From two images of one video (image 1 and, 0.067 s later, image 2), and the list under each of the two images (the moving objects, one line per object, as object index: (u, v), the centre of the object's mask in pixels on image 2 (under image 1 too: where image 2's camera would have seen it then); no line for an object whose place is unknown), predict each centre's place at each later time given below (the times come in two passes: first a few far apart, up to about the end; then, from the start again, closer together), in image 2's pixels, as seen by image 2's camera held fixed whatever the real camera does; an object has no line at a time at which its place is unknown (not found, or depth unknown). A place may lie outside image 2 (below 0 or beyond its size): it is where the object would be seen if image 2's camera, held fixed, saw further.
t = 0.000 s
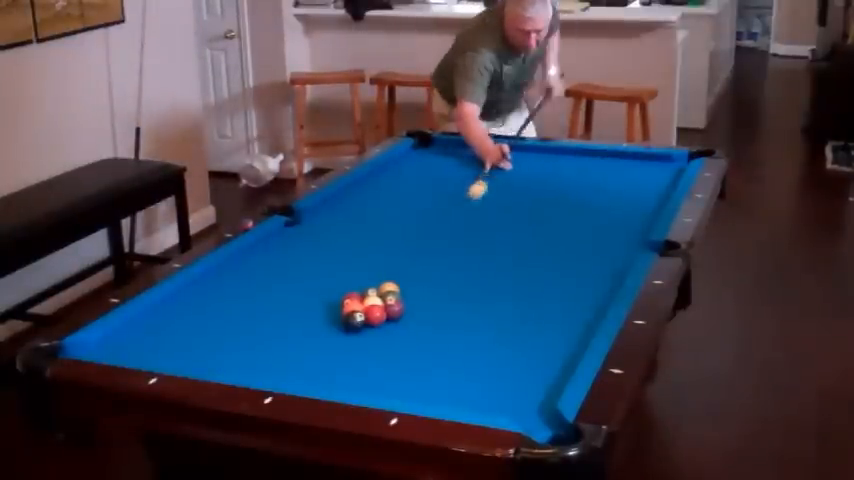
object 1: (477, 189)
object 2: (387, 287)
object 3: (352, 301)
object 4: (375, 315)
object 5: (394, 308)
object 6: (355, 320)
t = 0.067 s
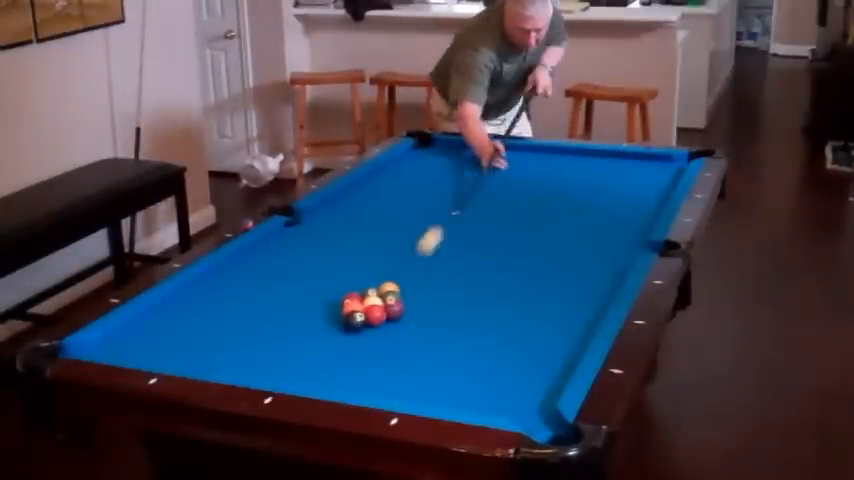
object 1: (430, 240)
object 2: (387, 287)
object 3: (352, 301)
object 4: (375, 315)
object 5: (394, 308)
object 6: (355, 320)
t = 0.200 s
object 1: (451, 249)
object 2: (397, 271)
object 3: (327, 321)
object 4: (377, 332)
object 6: (288, 366)
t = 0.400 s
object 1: (558, 278)
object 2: (412, 271)
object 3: (275, 320)
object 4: (386, 362)
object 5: (376, 379)
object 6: (333, 341)
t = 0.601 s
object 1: (584, 279)
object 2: (427, 260)
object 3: (219, 297)
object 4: (435, 353)
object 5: (448, 367)
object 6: (395, 334)
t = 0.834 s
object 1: (508, 278)
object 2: (442, 247)
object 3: (212, 286)
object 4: (500, 361)
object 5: (559, 355)
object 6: (463, 328)
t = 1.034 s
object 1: (448, 277)
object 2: (454, 237)
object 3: (257, 284)
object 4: (554, 367)
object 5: (511, 339)
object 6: (520, 320)
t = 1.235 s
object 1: (391, 276)
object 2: (465, 228)
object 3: (300, 282)
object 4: (540, 362)
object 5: (481, 326)
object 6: (571, 315)
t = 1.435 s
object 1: (338, 271)
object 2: (475, 219)
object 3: (339, 284)
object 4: (513, 355)
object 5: (452, 315)
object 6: (584, 308)
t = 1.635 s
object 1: (297, 265)
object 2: (484, 211)
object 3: (369, 289)
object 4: (489, 350)
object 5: (426, 303)
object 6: (566, 300)
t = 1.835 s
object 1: (259, 257)
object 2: (492, 204)
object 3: (381, 296)
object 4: (467, 345)
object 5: (421, 294)
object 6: (551, 294)
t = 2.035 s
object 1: (259, 252)
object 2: (500, 198)
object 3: (369, 302)
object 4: (447, 339)
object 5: (441, 286)
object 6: (537, 287)
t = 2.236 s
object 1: (289, 248)
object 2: (507, 192)
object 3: (356, 308)
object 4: (428, 336)
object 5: (459, 279)
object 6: (525, 281)
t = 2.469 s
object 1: (323, 243)
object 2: (515, 185)
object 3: (353, 308)
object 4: (409, 332)
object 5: (478, 271)
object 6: (512, 275)
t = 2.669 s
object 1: (352, 239)
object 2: (521, 180)
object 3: (354, 309)
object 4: (394, 328)
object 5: (490, 263)
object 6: (507, 270)
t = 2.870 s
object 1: (377, 236)
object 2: (526, 175)
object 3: (354, 309)
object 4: (380, 321)
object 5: (492, 256)
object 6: (508, 266)
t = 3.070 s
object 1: (401, 233)
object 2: (532, 171)
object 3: (354, 309)
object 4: (367, 324)
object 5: (496, 249)
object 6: (511, 265)
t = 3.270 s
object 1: (423, 230)
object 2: (536, 167)
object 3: (353, 307)
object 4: (356, 323)
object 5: (499, 244)
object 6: (513, 265)
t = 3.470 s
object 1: (445, 228)
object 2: (540, 164)
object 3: (354, 307)
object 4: (345, 322)
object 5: (502, 238)
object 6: (515, 264)
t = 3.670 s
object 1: (464, 225)
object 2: (544, 161)
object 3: (354, 309)
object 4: (337, 320)
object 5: (505, 233)
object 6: (516, 264)
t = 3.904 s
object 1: (486, 222)
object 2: (547, 157)
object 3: (354, 309)
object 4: (330, 318)
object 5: (508, 228)
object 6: (517, 264)
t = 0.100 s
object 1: (403, 275)
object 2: (388, 287)
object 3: (351, 301)
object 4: (375, 315)
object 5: (394, 309)
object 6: (354, 320)
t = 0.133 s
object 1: (416, 267)
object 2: (391, 281)
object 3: (344, 314)
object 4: (374, 321)
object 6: (333, 335)
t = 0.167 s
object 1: (433, 256)
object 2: (394, 274)
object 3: (335, 318)
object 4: (376, 327)
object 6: (312, 349)
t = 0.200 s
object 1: (451, 249)
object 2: (397, 271)
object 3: (327, 321)
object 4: (377, 332)
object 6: (288, 366)
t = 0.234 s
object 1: (469, 246)
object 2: (399, 272)
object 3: (319, 324)
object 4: (378, 338)
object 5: (544, 393)
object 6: (276, 372)
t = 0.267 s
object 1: (487, 247)
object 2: (402, 276)
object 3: (312, 327)
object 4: (380, 343)
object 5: (511, 400)
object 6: (288, 361)
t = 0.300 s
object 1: (505, 251)
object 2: (404, 277)
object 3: (305, 330)
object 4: (381, 348)
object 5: (466, 400)
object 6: (297, 350)
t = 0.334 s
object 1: (523, 260)
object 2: (407, 273)
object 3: (295, 328)
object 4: (382, 353)
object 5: (428, 396)
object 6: (305, 343)
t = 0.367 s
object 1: (541, 273)
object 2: (410, 272)
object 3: (285, 325)
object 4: (383, 359)
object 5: (401, 388)
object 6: (319, 342)
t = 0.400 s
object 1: (558, 278)
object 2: (412, 271)
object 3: (275, 320)
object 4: (386, 362)
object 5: (376, 379)
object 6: (333, 341)
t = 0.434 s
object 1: (573, 273)
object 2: (415, 270)
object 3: (265, 315)
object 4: (393, 363)
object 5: (347, 375)
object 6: (343, 341)
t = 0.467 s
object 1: (588, 272)
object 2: (417, 268)
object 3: (255, 311)
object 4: (403, 361)
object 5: (342, 374)
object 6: (353, 340)
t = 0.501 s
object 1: (604, 274)
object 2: (420, 266)
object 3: (246, 307)
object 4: (412, 359)
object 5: (370, 373)
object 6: (365, 338)
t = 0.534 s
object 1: (611, 279)
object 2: (422, 264)
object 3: (236, 304)
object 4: (421, 357)
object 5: (397, 371)
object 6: (374, 337)
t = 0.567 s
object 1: (597, 280)
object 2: (425, 262)
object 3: (228, 301)
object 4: (431, 353)
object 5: (423, 368)
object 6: (383, 336)
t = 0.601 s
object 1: (584, 279)
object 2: (427, 260)
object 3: (219, 297)
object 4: (435, 353)
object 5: (448, 367)
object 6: (395, 334)
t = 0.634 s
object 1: (572, 279)
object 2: (429, 258)
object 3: (211, 295)
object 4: (445, 356)
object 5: (471, 365)
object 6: (404, 335)
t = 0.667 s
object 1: (560, 279)
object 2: (431, 256)
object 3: (203, 292)
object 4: (455, 357)
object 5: (494, 364)
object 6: (412, 334)
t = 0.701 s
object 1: (549, 279)
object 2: (433, 254)
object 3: (194, 289)
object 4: (464, 358)
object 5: (514, 363)
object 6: (423, 330)
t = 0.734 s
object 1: (539, 279)
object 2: (436, 252)
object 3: (187, 287)
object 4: (473, 359)
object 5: (534, 362)
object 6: (433, 329)
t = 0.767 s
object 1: (529, 278)
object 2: (438, 251)
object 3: (195, 286)
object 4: (482, 359)
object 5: (554, 359)
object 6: (443, 329)
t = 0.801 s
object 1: (518, 278)
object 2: (440, 249)
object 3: (204, 286)
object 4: (491, 360)
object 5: (568, 357)
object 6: (454, 328)
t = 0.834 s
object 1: (508, 278)
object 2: (442, 247)
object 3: (212, 286)
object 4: (500, 361)
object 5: (559, 355)
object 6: (463, 328)
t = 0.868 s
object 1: (498, 278)
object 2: (444, 245)
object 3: (220, 285)
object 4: (508, 362)
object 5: (548, 352)
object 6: (471, 327)
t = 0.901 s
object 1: (488, 277)
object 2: (446, 243)
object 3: (227, 285)
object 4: (517, 363)
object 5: (539, 348)
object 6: (482, 325)
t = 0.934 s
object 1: (478, 277)
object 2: (448, 242)
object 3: (235, 285)
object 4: (526, 364)
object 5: (531, 345)
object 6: (492, 324)
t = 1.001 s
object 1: (458, 277)
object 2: (452, 238)
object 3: (250, 284)
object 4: (545, 365)
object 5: (517, 342)
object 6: (508, 321)
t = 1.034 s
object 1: (448, 277)
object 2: (454, 237)
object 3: (257, 284)
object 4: (554, 367)
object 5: (511, 339)
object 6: (520, 320)
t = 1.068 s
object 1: (439, 277)
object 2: (456, 235)
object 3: (264, 284)
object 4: (562, 367)
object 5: (506, 337)
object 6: (527, 320)
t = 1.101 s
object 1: (429, 276)
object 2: (458, 234)
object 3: (272, 283)
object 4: (560, 366)
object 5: (501, 335)
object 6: (535, 320)
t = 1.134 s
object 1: (419, 276)
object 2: (460, 232)
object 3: (279, 283)
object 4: (555, 365)
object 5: (495, 332)
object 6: (545, 319)
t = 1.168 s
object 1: (410, 276)
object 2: (462, 231)
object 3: (286, 283)
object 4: (550, 365)
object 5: (491, 330)
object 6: (553, 318)
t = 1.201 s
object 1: (400, 276)
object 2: (463, 229)
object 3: (293, 283)
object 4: (545, 363)
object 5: (485, 328)
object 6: (562, 316)
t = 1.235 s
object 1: (391, 276)
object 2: (465, 228)
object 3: (300, 282)
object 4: (540, 362)
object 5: (481, 326)
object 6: (571, 315)
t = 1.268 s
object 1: (381, 276)
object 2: (467, 226)
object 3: (307, 282)
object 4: (535, 361)
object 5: (475, 324)
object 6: (580, 314)
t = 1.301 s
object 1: (372, 276)
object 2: (468, 225)
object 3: (315, 282)
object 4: (531, 360)
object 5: (471, 322)
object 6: (588, 315)
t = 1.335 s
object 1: (363, 275)
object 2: (470, 223)
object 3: (322, 281)
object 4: (526, 358)
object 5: (465, 320)
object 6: (594, 314)
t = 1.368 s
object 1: (354, 275)
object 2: (472, 222)
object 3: (328, 281)
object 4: (522, 357)
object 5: (461, 318)
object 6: (591, 312)
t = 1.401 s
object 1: (347, 273)
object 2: (473, 220)
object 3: (335, 281)
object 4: (518, 356)
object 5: (456, 316)
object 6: (587, 310)
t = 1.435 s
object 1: (338, 271)
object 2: (475, 219)
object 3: (339, 284)
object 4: (513, 355)
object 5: (452, 315)
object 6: (584, 308)
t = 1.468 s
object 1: (331, 271)
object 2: (477, 218)
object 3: (345, 285)
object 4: (509, 354)
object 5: (447, 312)
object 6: (580, 306)
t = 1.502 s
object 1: (324, 270)
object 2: (478, 216)
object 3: (349, 285)
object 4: (505, 353)
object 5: (443, 311)
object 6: (577, 306)
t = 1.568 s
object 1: (310, 267)
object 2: (481, 214)
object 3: (359, 288)
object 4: (497, 351)
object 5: (434, 307)
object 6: (572, 303)
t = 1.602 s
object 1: (303, 266)
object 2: (483, 213)
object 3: (364, 289)
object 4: (493, 350)
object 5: (430, 305)
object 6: (569, 302)
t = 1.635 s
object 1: (297, 265)
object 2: (484, 211)
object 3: (369, 289)
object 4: (489, 350)
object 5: (426, 303)
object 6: (566, 300)
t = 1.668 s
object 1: (290, 263)
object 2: (485, 210)
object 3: (374, 291)
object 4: (486, 349)
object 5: (423, 302)
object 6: (564, 298)
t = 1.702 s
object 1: (284, 262)
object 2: (487, 209)
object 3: (378, 292)
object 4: (482, 348)
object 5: (418, 300)
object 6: (561, 298)
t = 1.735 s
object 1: (277, 261)
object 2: (488, 208)
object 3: (384, 293)
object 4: (478, 347)
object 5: (414, 299)
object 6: (558, 297)
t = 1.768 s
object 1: (271, 259)
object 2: (490, 206)
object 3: (388, 294)
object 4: (474, 346)
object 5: (411, 297)
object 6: (555, 295)
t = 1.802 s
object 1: (265, 258)
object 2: (491, 205)
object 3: (385, 295)
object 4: (469, 346)
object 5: (415, 296)
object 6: (553, 295)
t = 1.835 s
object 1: (259, 257)
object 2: (492, 204)
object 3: (381, 296)
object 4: (467, 345)
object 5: (421, 294)
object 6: (551, 294)
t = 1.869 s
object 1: (252, 256)
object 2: (494, 203)
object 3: (379, 297)
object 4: (464, 343)
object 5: (425, 292)
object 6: (548, 292)
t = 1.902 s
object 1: (246, 255)
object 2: (495, 202)
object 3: (376, 298)
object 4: (461, 343)
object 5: (428, 291)
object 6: (546, 292)
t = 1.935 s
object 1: (242, 253)
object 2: (496, 201)
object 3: (374, 300)
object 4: (458, 342)
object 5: (431, 289)
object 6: (544, 290)
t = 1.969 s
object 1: (248, 253)
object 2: (497, 200)
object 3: (372, 301)
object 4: (454, 340)
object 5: (434, 288)
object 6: (541, 288)
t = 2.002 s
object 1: (254, 252)
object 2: (499, 199)
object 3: (370, 301)
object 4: (451, 339)
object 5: (438, 287)
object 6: (539, 287)
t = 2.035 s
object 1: (259, 252)
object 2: (500, 198)
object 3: (369, 302)
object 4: (447, 339)
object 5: (441, 286)
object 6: (537, 287)
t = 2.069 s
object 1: (264, 251)
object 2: (501, 197)
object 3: (366, 303)
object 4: (444, 338)
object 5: (444, 285)
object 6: (535, 286)
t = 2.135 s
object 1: (274, 249)
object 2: (504, 195)
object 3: (362, 305)
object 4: (438, 338)
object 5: (450, 282)
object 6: (531, 284)
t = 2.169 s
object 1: (280, 249)
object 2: (505, 194)
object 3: (360, 306)
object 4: (434, 337)
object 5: (453, 281)
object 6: (529, 283)
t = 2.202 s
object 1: (284, 248)
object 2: (506, 193)
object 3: (358, 307)
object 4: (431, 337)
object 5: (456, 280)
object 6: (527, 282)
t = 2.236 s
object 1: (289, 248)
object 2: (507, 192)
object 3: (356, 308)
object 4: (428, 336)
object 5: (459, 279)
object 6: (525, 281)
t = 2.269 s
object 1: (294, 247)
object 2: (508, 191)
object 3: (355, 309)
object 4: (426, 335)
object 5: (462, 278)
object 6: (523, 280)
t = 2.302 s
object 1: (299, 246)
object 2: (510, 190)
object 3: (355, 308)
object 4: (423, 335)
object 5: (464, 276)
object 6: (521, 278)
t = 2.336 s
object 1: (304, 246)
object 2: (511, 189)
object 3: (355, 308)
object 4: (420, 334)
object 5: (468, 275)
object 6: (519, 277)
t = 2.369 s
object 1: (309, 245)
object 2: (512, 188)
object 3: (355, 307)
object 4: (417, 333)
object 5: (470, 274)
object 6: (517, 277)
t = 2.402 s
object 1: (313, 244)
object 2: (513, 187)
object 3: (354, 308)
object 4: (414, 333)
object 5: (472, 273)
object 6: (515, 276)
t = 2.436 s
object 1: (318, 244)
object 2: (514, 186)
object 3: (354, 307)
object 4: (411, 332)
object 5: (476, 272)
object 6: (513, 275)
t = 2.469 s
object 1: (323, 243)
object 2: (515, 185)
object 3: (353, 308)
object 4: (409, 332)
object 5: (478, 271)
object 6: (512, 275)
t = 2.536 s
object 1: (332, 242)
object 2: (517, 183)
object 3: (353, 308)
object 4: (404, 331)
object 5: (484, 269)
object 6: (508, 273)
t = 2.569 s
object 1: (336, 241)
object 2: (517, 182)
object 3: (353, 309)
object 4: (402, 330)
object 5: (486, 268)
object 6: (507, 272)
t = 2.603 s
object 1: (343, 240)
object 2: (519, 181)
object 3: (353, 309)
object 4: (397, 329)
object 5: (488, 267)
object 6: (505, 271)
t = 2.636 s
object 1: (348, 240)
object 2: (520, 180)
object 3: (353, 309)
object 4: (395, 329)
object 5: (488, 265)
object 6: (506, 270)
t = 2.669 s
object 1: (352, 239)
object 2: (521, 180)
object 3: (354, 309)
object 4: (394, 328)
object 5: (490, 263)
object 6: (507, 270)
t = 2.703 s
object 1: (356, 239)
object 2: (522, 179)
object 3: (354, 309)
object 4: (391, 328)
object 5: (490, 262)
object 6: (507, 269)
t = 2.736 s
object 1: (361, 238)
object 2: (523, 178)
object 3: (354, 309)
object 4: (390, 327)
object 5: (490, 261)
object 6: (507, 268)
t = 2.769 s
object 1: (365, 237)
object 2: (524, 177)
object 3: (354, 309)
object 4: (388, 326)
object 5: (490, 261)
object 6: (508, 268)
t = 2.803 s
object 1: (369, 237)
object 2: (524, 177)
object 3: (354, 309)
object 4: (386, 324)
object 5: (492, 258)
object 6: (509, 267)
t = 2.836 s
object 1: (373, 237)
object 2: (525, 176)
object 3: (354, 309)
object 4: (383, 324)
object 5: (491, 257)
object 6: (508, 267)
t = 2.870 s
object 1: (377, 236)
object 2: (526, 175)
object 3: (354, 309)
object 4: (380, 321)
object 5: (492, 256)
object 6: (508, 266)
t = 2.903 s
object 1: (381, 236)
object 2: (527, 175)
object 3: (354, 309)
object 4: (376, 323)
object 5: (492, 256)
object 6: (509, 266)
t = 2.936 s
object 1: (385, 235)
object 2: (528, 174)
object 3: (354, 309)
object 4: (375, 323)
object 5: (494, 254)
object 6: (510, 266)
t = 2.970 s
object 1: (389, 234)
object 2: (529, 173)
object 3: (354, 309)
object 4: (373, 324)
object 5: (494, 252)
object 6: (510, 266)
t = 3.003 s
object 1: (393, 234)
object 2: (530, 172)
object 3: (354, 309)
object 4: (371, 324)
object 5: (495, 252)
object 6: (510, 266)
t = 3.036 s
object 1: (397, 233)
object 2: (531, 172)
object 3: (354, 309)
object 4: (369, 324)
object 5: (495, 250)
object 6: (511, 265)
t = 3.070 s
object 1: (401, 233)
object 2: (532, 171)
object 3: (354, 309)
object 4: (367, 324)
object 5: (496, 249)
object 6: (511, 265)
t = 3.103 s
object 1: (405, 232)
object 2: (532, 170)
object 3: (353, 309)
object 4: (365, 324)
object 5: (496, 248)
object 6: (511, 264)
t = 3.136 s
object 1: (408, 232)
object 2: (533, 170)
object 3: (353, 308)
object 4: (363, 324)
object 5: (497, 247)
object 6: (511, 264)
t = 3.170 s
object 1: (412, 232)
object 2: (534, 169)
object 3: (353, 307)
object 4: (361, 324)
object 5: (497, 246)
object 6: (512, 265)
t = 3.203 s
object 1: (416, 231)
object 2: (535, 168)
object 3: (353, 307)
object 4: (359, 324)
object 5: (498, 246)
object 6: (512, 265)
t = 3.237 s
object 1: (420, 231)
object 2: (535, 168)
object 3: (353, 307)
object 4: (358, 323)
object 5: (499, 244)
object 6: (513, 265)
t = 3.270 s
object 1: (423, 230)
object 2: (536, 167)
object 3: (353, 307)
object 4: (356, 323)
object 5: (499, 244)
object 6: (513, 265)
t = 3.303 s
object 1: (427, 230)
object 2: (537, 167)
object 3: (353, 307)
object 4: (355, 323)
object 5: (500, 242)
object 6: (513, 264)
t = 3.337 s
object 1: (431, 229)
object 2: (537, 166)
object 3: (353, 307)
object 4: (353, 323)
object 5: (500, 241)
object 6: (513, 264)
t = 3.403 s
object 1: (438, 228)
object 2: (539, 165)
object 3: (354, 306)
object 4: (349, 322)
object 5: (501, 240)
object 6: (514, 265)
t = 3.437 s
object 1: (441, 228)
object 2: (539, 164)
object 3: (354, 306)
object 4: (347, 322)
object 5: (502, 239)
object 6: (514, 264)
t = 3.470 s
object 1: (445, 228)
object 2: (540, 164)
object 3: (354, 307)
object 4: (345, 322)
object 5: (502, 238)
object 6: (515, 264)
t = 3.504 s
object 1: (448, 227)
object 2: (541, 163)
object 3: (354, 307)
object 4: (344, 321)
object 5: (502, 237)
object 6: (515, 264)
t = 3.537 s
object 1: (451, 227)
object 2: (541, 163)
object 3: (354, 308)
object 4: (343, 321)
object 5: (503, 236)
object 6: (515, 264)
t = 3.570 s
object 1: (455, 226)
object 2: (542, 162)
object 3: (355, 308)
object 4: (341, 321)
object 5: (504, 235)
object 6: (515, 264)
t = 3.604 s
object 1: (458, 226)
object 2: (543, 161)
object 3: (354, 309)
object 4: (339, 321)
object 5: (504, 235)
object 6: (515, 264)
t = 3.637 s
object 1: (461, 225)
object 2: (543, 161)
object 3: (355, 308)
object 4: (339, 321)
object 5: (505, 234)
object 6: (516, 264)
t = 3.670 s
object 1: (464, 225)
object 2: (544, 161)
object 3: (354, 309)
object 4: (337, 320)
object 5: (505, 233)
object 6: (516, 264)
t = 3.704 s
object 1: (468, 225)
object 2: (544, 160)
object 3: (354, 309)
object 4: (336, 320)
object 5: (505, 233)
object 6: (516, 264)
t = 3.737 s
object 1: (471, 224)
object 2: (545, 160)
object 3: (354, 309)
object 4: (335, 319)
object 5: (505, 232)
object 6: (516, 264)
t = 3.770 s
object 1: (474, 224)
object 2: (545, 159)
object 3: (354, 309)
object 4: (334, 319)
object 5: (506, 231)
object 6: (516, 264)
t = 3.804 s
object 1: (477, 223)
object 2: (546, 159)
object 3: (354, 309)
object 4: (333, 319)
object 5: (507, 230)
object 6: (516, 264)
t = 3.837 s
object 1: (480, 223)
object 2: (547, 158)
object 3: (353, 309)
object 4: (332, 319)
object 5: (507, 229)
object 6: (516, 264)
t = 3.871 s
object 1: (484, 223)
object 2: (547, 158)
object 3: (354, 309)
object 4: (331, 318)
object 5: (507, 229)
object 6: (516, 264)
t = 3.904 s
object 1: (486, 222)
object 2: (547, 157)
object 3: (354, 309)
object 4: (330, 318)
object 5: (508, 228)
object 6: (517, 264)
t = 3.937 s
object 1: (489, 222)
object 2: (548, 157)
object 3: (354, 309)
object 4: (329, 318)
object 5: (508, 227)
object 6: (517, 264)
